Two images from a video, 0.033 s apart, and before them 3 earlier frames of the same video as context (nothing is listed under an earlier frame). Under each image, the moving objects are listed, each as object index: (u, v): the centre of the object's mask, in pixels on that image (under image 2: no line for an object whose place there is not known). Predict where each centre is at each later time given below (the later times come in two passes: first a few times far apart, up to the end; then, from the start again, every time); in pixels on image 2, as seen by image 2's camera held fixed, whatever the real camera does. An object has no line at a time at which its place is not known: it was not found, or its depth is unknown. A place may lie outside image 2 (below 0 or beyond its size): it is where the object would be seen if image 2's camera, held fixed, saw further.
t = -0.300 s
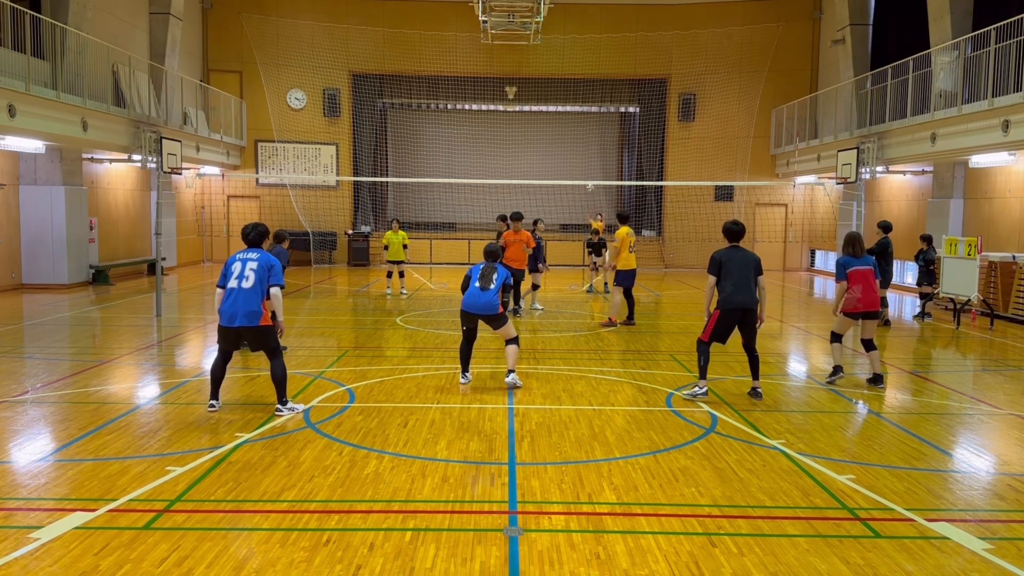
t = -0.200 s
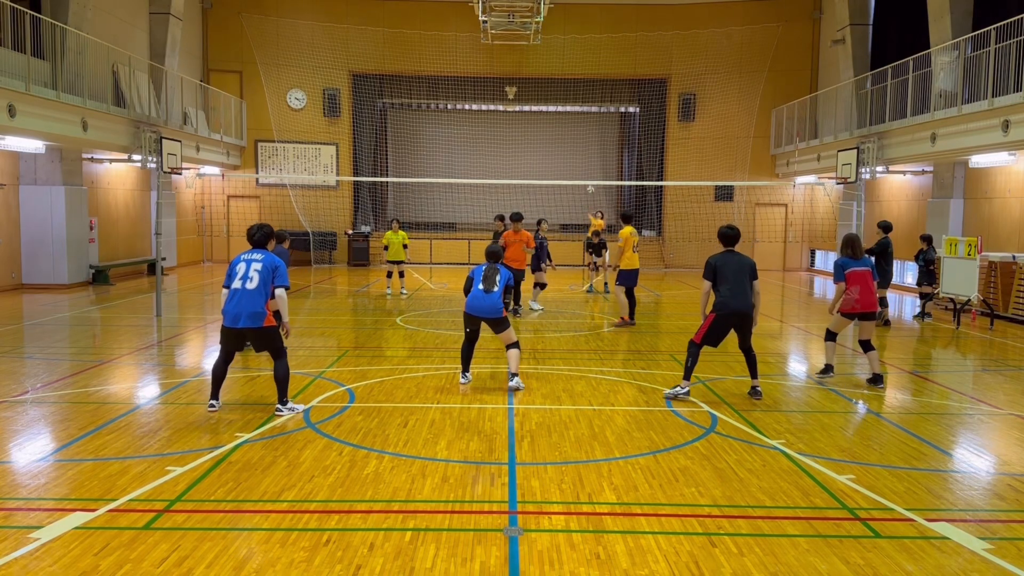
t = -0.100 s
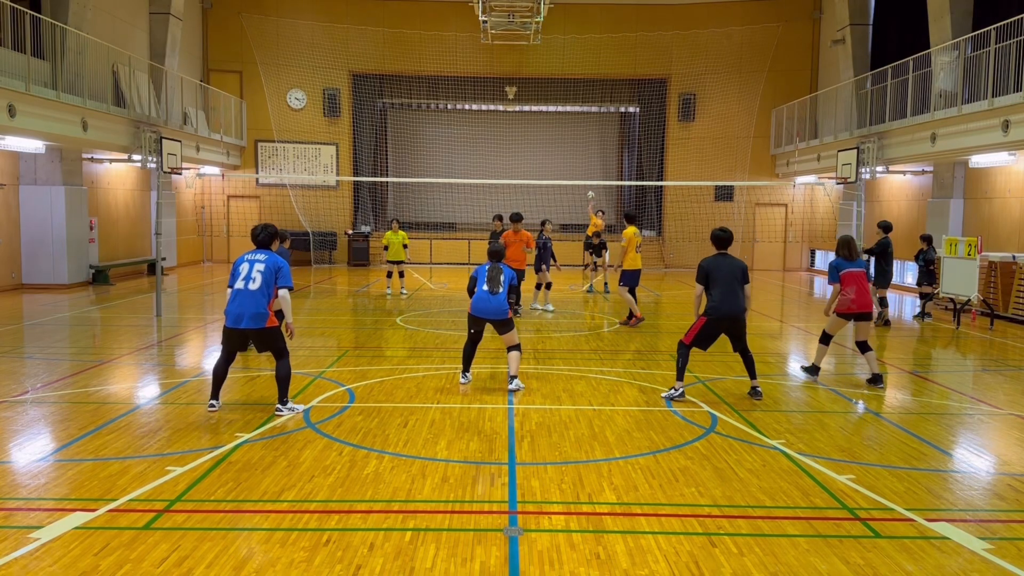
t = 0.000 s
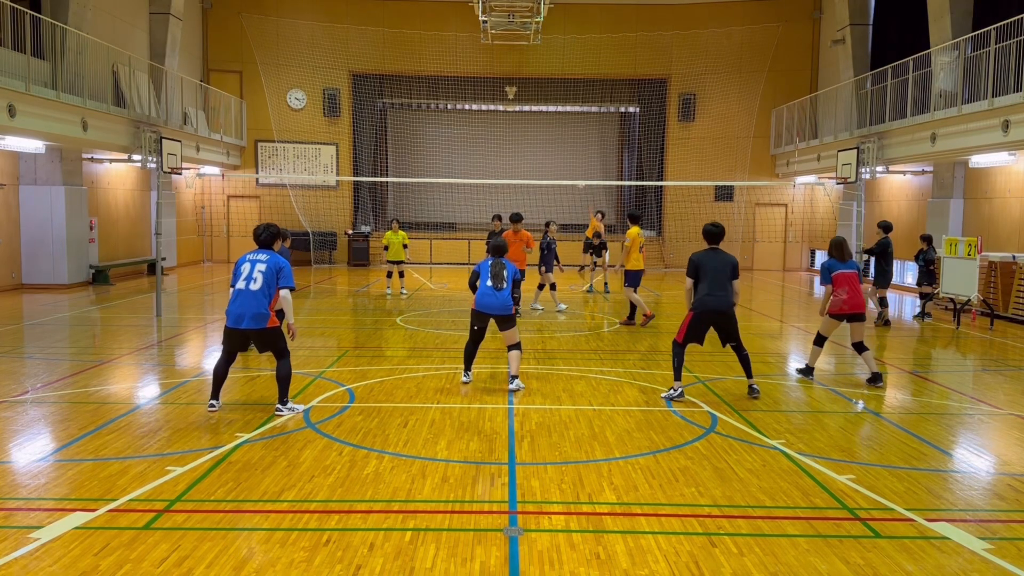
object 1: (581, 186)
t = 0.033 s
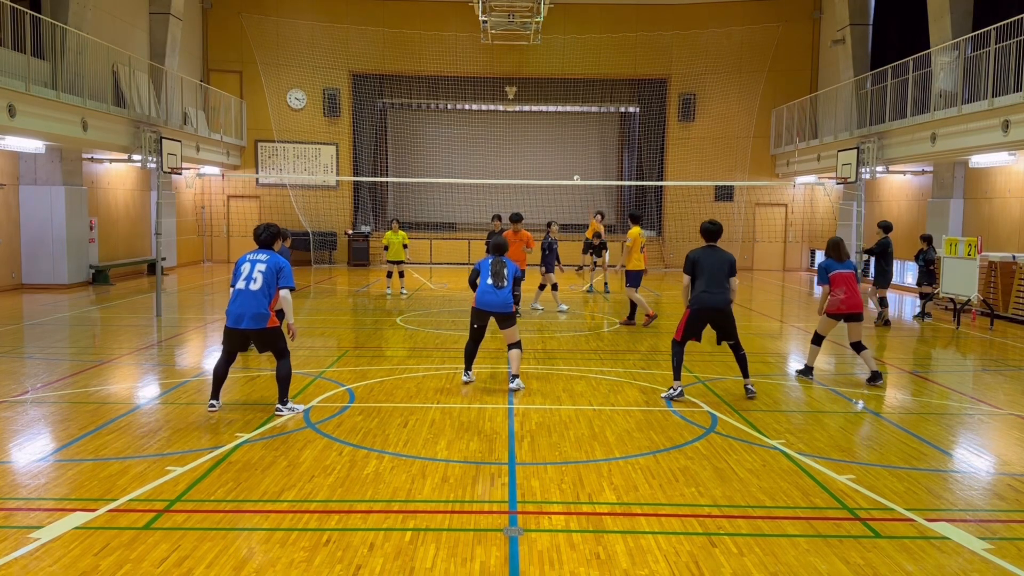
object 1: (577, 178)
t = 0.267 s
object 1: (541, 153)
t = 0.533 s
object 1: (489, 149)
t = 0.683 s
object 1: (453, 165)
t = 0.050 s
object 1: (574, 176)
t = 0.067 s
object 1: (572, 175)
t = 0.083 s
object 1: (569, 172)
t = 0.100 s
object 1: (567, 170)
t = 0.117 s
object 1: (565, 168)
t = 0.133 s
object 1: (562, 166)
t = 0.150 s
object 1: (559, 164)
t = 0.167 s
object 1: (557, 163)
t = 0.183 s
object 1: (555, 161)
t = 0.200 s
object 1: (552, 159)
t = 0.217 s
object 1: (550, 157)
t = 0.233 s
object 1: (547, 156)
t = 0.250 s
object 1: (544, 154)
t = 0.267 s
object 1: (541, 153)
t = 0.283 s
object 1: (538, 152)
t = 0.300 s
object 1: (536, 150)
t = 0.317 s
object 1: (533, 150)
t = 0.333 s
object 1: (530, 149)
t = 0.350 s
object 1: (526, 149)
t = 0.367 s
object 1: (524, 148)
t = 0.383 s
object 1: (520, 148)
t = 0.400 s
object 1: (517, 148)
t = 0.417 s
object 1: (514, 147)
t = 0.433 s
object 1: (511, 148)
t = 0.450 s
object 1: (507, 147)
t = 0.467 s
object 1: (504, 147)
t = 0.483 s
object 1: (500, 148)
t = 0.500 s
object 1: (496, 148)
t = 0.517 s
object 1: (493, 148)
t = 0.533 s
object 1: (489, 149)
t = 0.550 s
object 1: (485, 150)
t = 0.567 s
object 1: (481, 151)
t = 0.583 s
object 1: (478, 153)
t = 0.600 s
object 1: (473, 154)
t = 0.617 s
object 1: (470, 155)
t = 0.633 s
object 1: (466, 157)
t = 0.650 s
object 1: (461, 160)
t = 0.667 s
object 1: (457, 163)
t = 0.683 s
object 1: (453, 165)
